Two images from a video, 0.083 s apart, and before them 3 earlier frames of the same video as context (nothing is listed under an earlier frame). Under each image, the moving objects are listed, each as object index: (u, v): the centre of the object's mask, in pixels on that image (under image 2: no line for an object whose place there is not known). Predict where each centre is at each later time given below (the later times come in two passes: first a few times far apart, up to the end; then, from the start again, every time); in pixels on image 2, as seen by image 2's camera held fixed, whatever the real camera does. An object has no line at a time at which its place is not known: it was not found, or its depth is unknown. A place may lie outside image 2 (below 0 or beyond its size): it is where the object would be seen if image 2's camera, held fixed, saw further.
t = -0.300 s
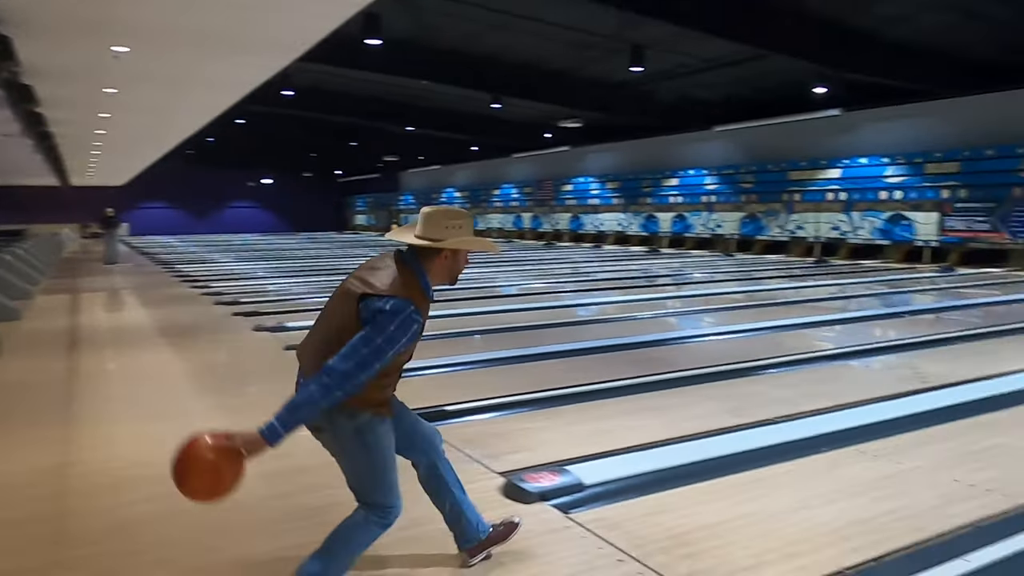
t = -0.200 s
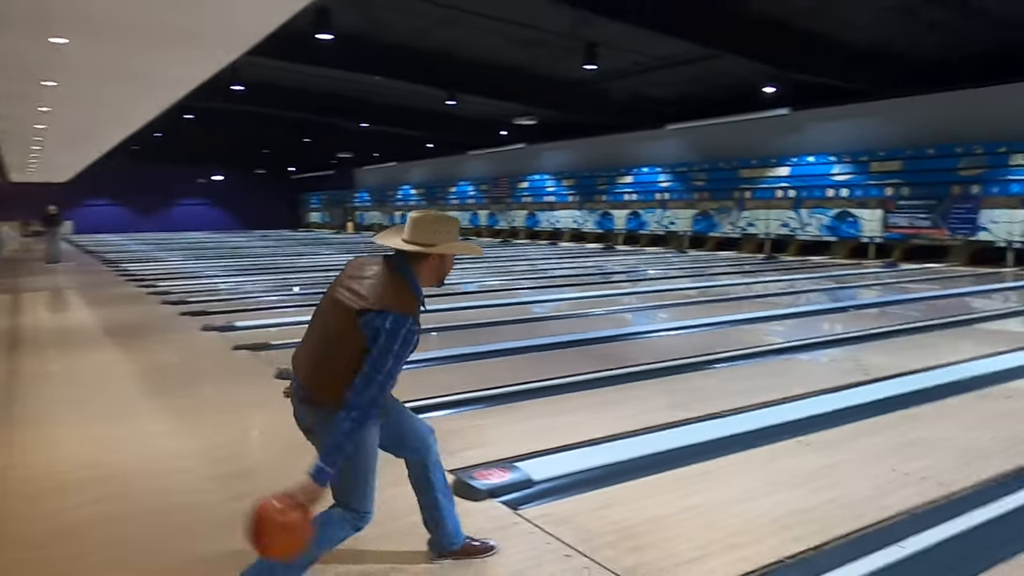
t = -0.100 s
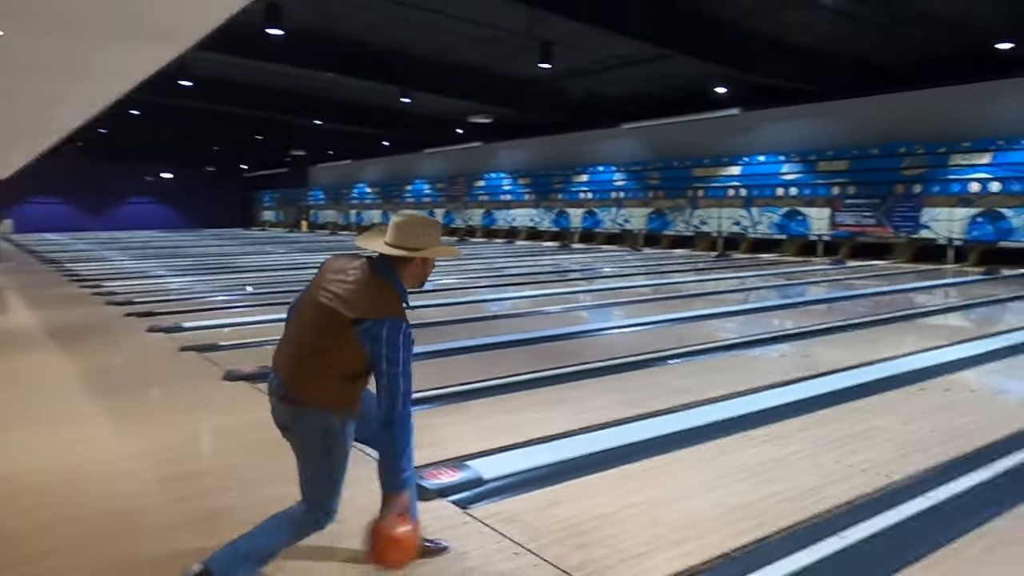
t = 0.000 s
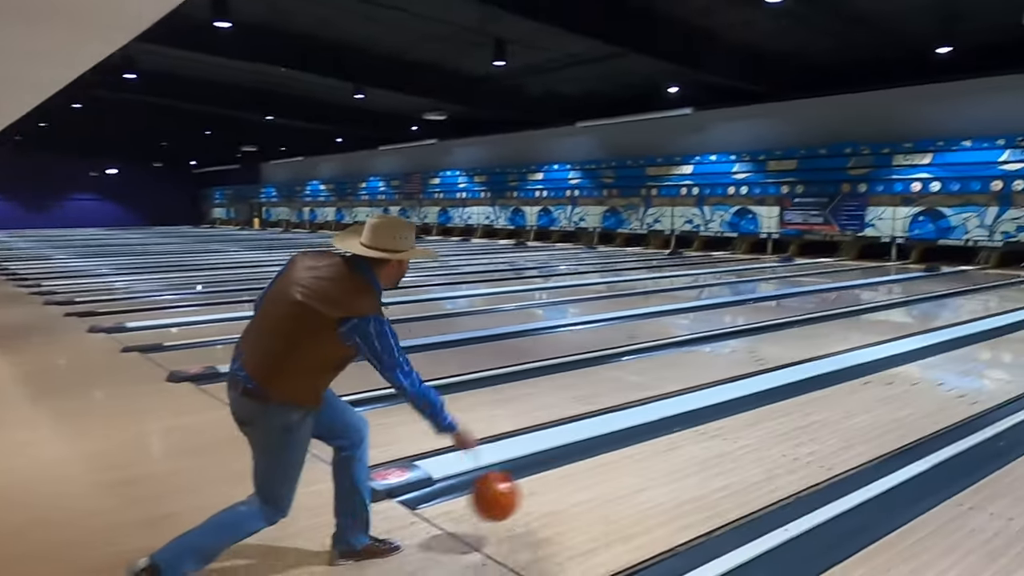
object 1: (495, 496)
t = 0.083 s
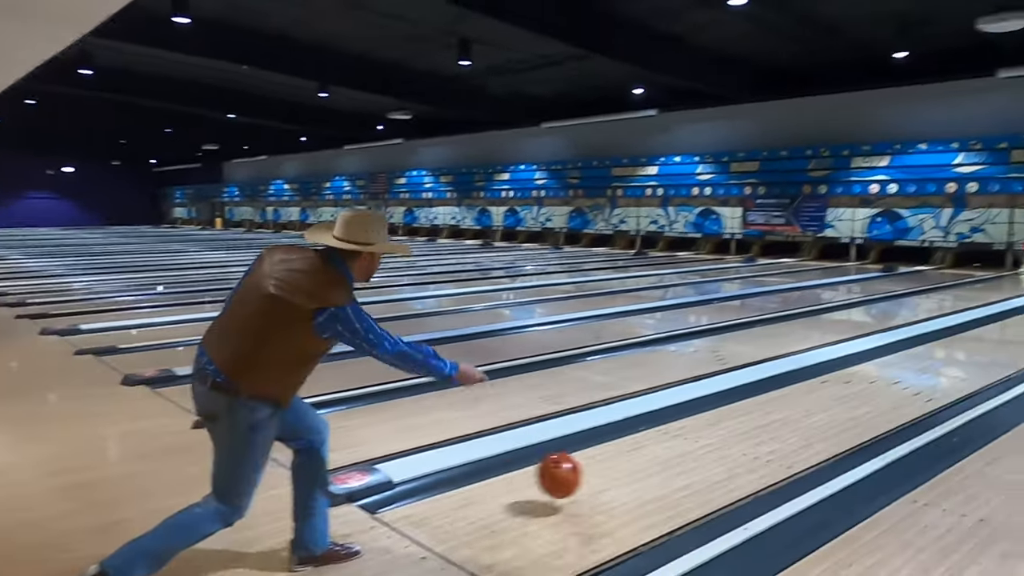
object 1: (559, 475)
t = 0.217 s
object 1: (685, 446)
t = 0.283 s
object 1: (734, 430)
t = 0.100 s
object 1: (577, 473)
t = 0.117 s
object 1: (594, 472)
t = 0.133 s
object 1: (610, 471)
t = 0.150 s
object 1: (626, 466)
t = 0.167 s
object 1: (642, 460)
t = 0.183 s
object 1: (657, 455)
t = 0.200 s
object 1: (671, 451)
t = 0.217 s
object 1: (685, 446)
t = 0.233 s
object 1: (698, 442)
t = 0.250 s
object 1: (710, 438)
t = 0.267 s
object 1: (722, 434)
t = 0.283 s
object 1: (734, 430)
